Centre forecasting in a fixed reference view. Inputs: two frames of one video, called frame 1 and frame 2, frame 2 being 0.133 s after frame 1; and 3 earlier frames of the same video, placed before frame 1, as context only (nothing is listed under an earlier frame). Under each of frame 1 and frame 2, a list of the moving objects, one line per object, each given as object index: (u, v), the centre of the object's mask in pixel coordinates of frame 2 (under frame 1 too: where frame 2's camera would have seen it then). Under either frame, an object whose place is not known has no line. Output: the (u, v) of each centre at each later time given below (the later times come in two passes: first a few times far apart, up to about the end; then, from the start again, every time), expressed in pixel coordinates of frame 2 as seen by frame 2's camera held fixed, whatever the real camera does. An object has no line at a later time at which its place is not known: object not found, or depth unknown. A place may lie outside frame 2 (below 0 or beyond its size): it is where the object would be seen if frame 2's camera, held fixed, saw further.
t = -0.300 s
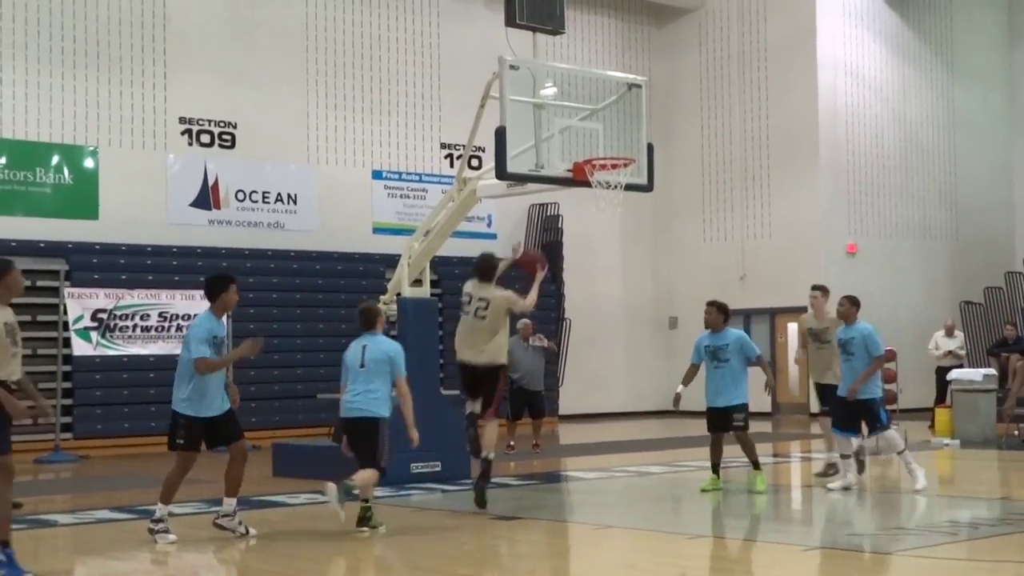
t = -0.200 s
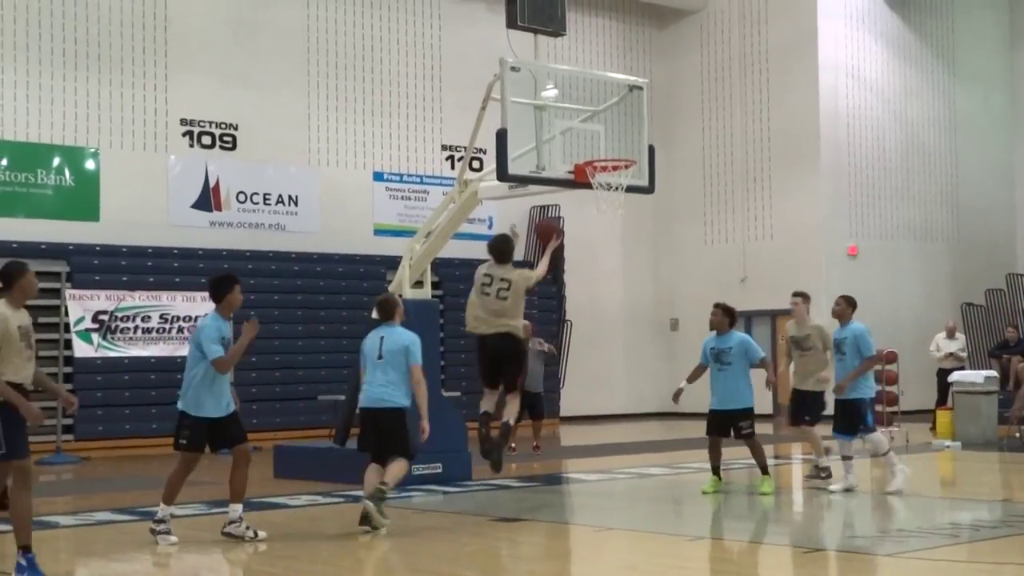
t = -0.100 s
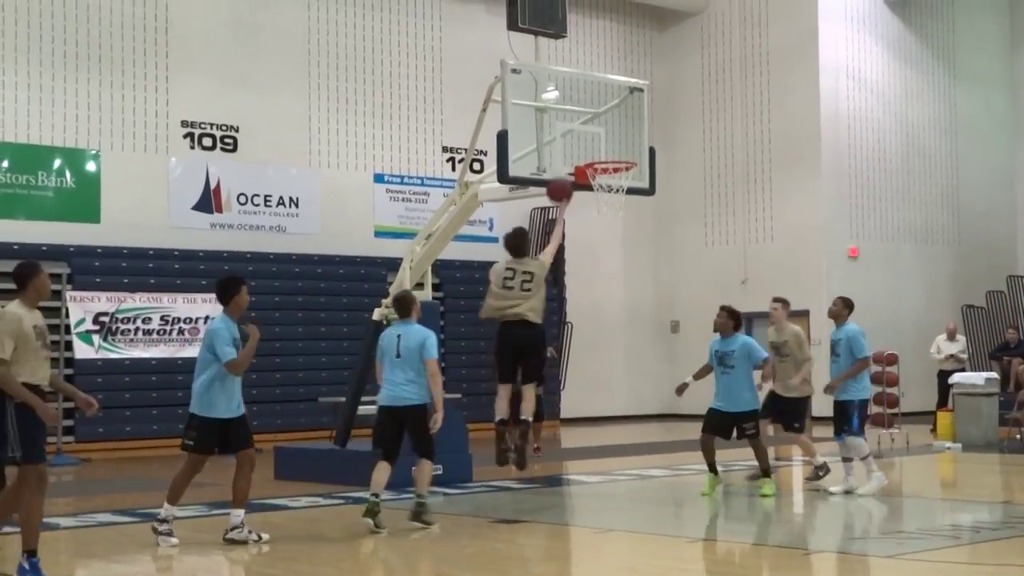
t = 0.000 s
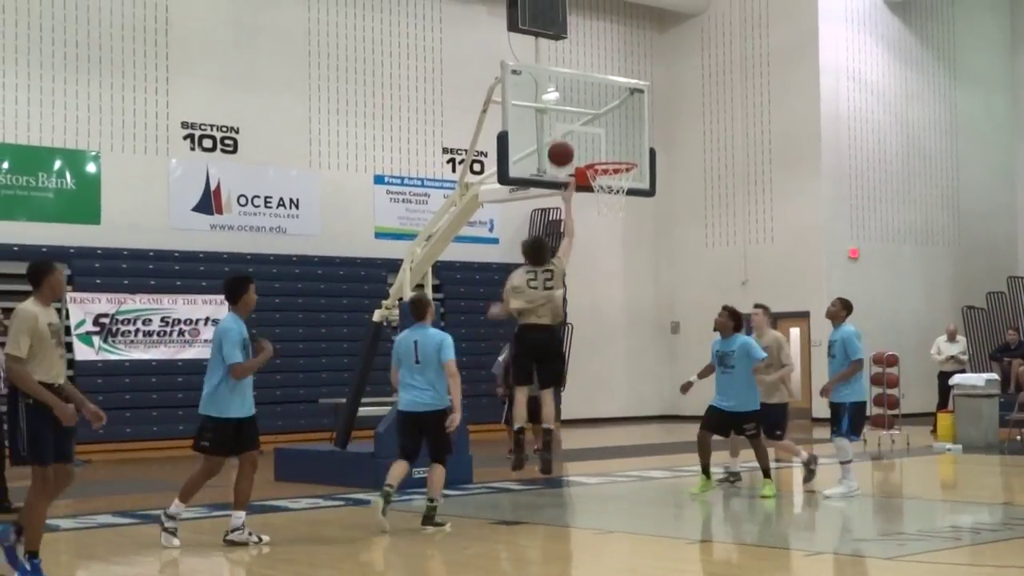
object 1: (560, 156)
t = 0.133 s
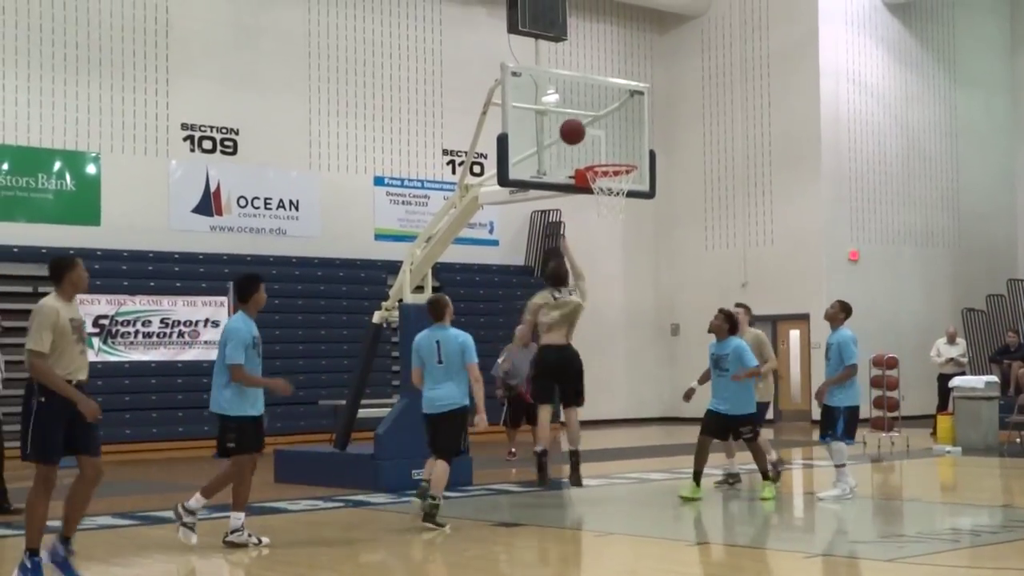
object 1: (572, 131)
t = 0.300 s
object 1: (595, 132)
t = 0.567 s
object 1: (614, 159)
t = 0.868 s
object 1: (601, 193)
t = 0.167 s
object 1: (577, 129)
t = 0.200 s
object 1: (581, 128)
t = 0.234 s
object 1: (586, 128)
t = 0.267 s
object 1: (590, 130)
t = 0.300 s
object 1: (595, 132)
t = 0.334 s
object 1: (599, 136)
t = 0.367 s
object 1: (604, 141)
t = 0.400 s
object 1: (608, 147)
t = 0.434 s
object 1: (613, 153)
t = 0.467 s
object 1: (613, 155)
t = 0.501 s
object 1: (614, 156)
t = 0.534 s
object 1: (613, 157)
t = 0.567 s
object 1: (614, 159)
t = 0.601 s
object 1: (613, 160)
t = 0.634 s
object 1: (611, 170)
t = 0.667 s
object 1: (611, 171)
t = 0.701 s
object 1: (606, 177)
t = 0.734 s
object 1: (603, 180)
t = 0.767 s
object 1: (601, 183)
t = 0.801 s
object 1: (600, 185)
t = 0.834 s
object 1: (599, 187)
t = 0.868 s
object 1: (601, 193)
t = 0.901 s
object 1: (602, 197)
